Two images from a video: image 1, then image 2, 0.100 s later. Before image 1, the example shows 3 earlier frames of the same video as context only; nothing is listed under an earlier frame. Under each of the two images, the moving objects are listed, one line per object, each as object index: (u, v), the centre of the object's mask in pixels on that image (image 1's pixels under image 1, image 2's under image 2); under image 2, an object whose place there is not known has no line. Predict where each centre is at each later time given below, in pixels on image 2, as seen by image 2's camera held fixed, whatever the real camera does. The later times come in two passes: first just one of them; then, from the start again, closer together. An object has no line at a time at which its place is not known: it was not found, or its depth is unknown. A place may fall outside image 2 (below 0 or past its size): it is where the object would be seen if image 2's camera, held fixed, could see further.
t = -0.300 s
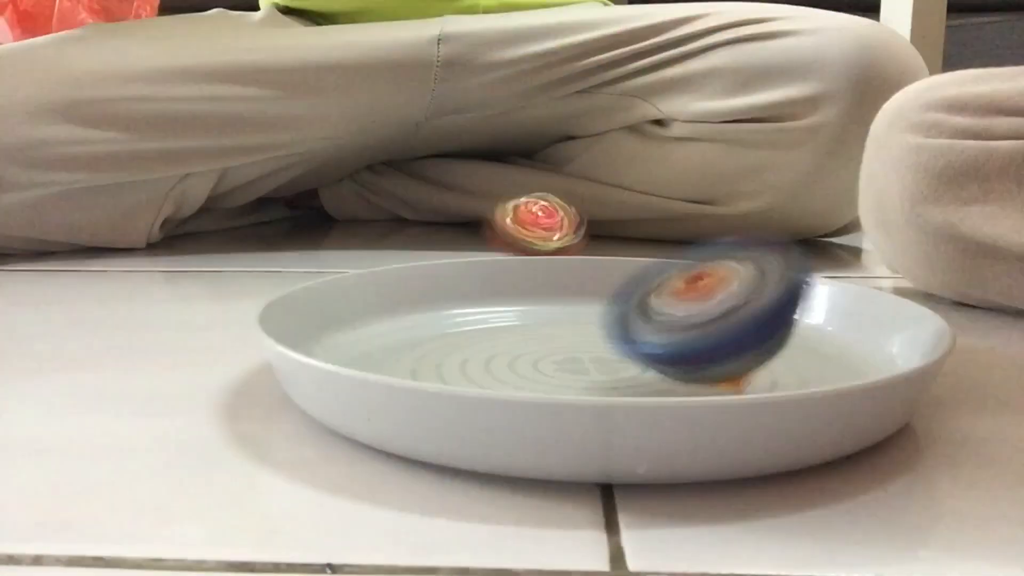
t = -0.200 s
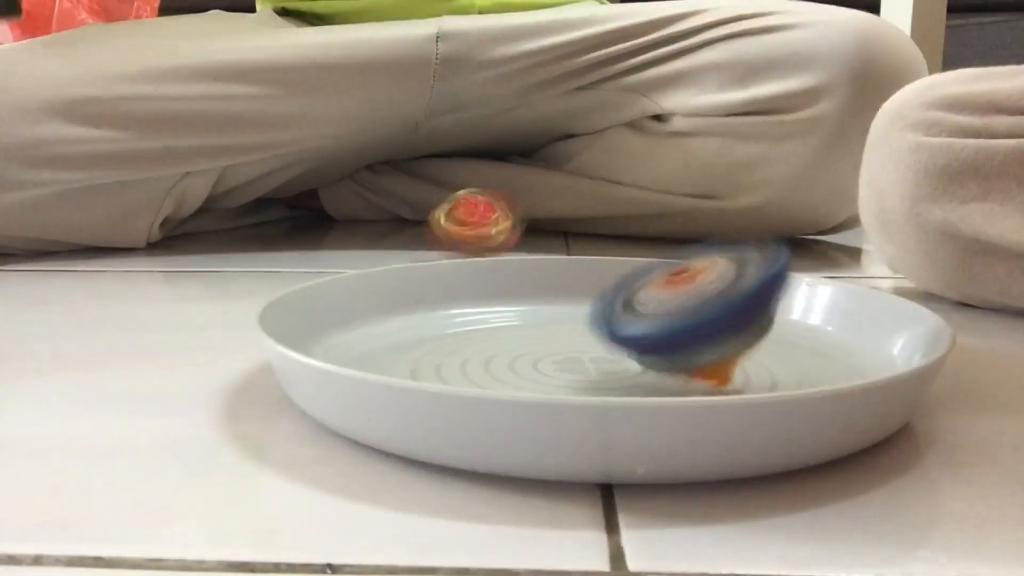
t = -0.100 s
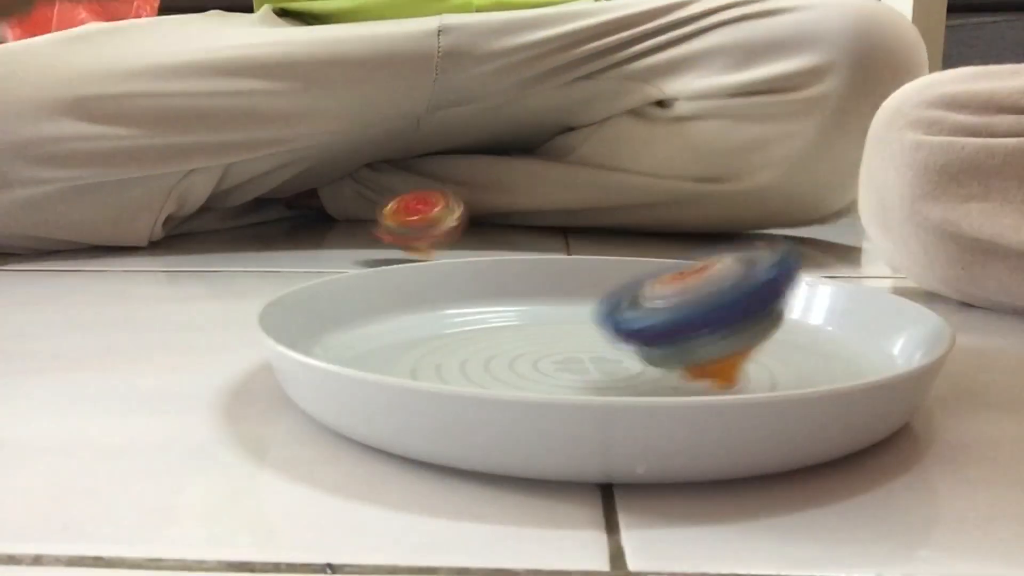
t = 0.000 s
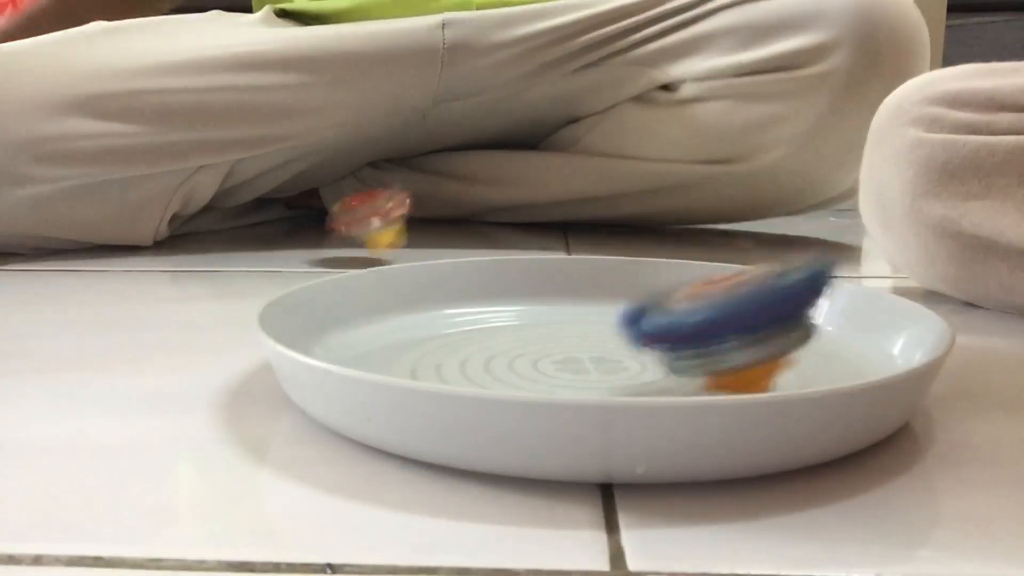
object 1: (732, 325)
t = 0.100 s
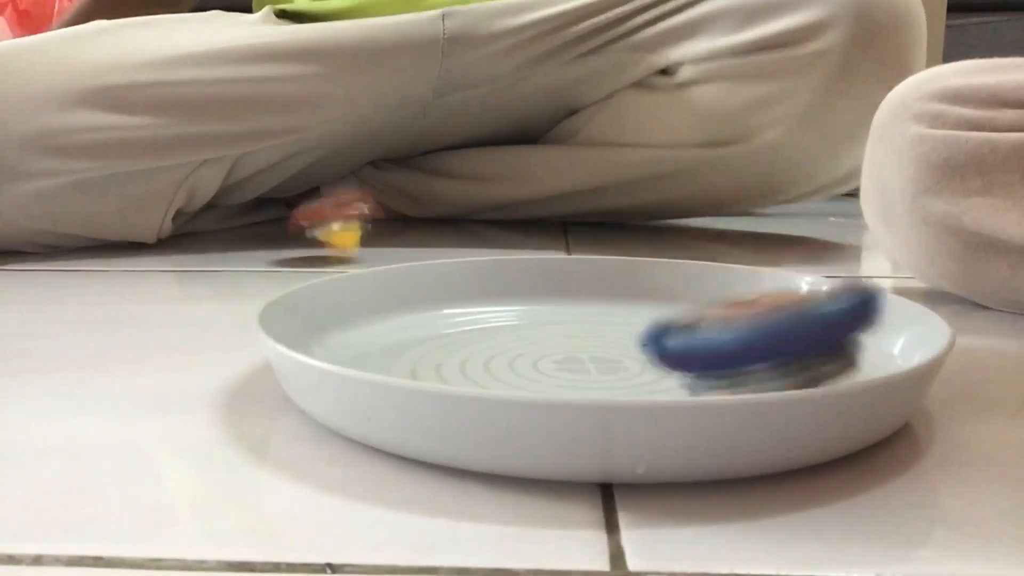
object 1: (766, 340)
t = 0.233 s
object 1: (719, 349)
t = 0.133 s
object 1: (771, 343)
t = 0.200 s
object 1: (737, 339)
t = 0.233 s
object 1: (719, 349)
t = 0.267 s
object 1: (687, 342)
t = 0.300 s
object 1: (657, 350)
